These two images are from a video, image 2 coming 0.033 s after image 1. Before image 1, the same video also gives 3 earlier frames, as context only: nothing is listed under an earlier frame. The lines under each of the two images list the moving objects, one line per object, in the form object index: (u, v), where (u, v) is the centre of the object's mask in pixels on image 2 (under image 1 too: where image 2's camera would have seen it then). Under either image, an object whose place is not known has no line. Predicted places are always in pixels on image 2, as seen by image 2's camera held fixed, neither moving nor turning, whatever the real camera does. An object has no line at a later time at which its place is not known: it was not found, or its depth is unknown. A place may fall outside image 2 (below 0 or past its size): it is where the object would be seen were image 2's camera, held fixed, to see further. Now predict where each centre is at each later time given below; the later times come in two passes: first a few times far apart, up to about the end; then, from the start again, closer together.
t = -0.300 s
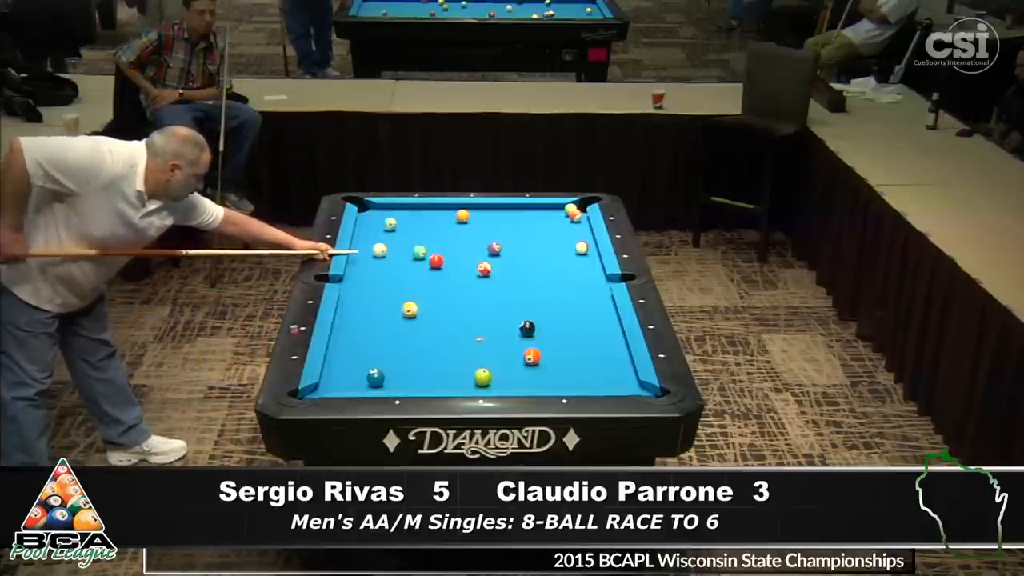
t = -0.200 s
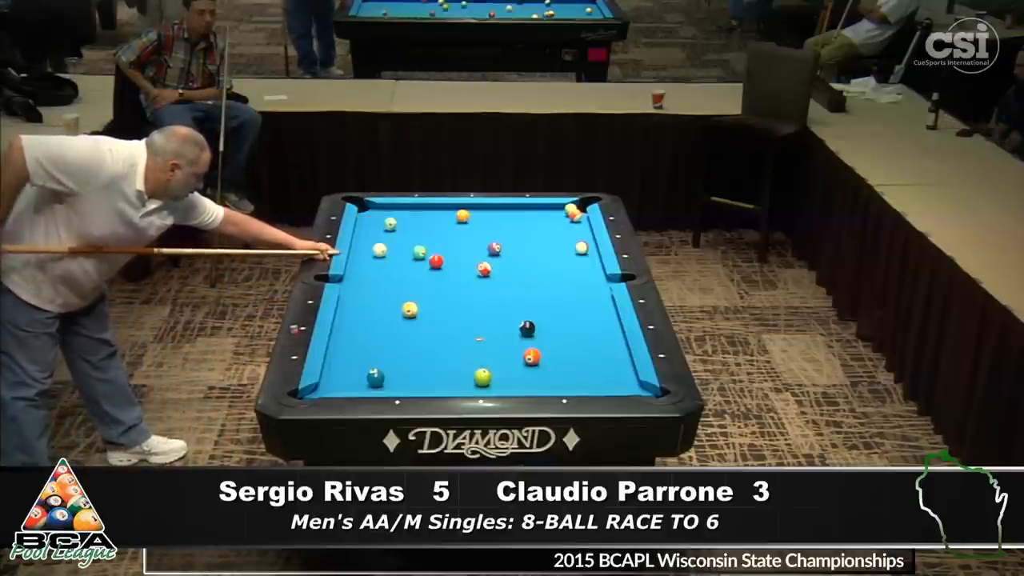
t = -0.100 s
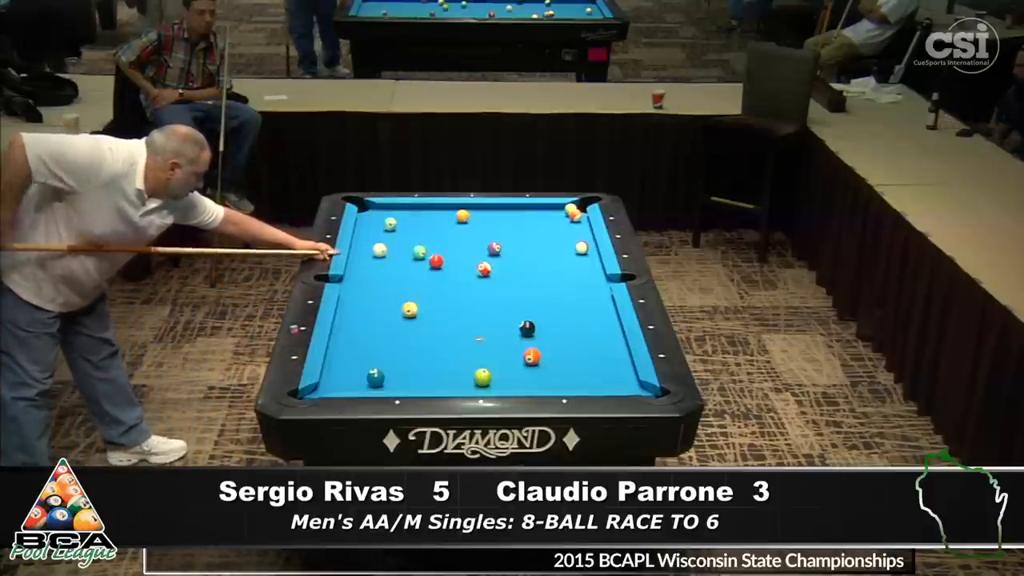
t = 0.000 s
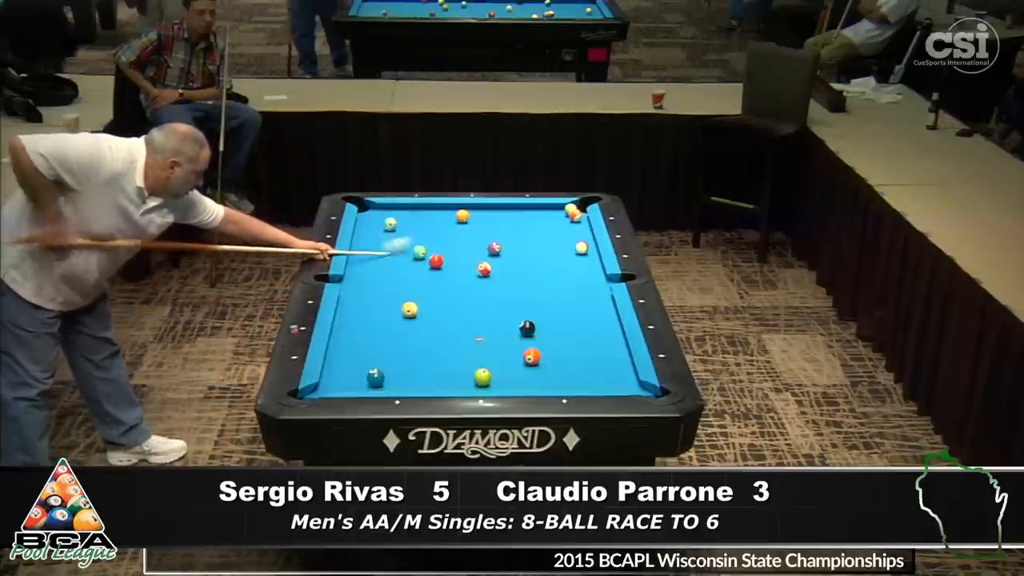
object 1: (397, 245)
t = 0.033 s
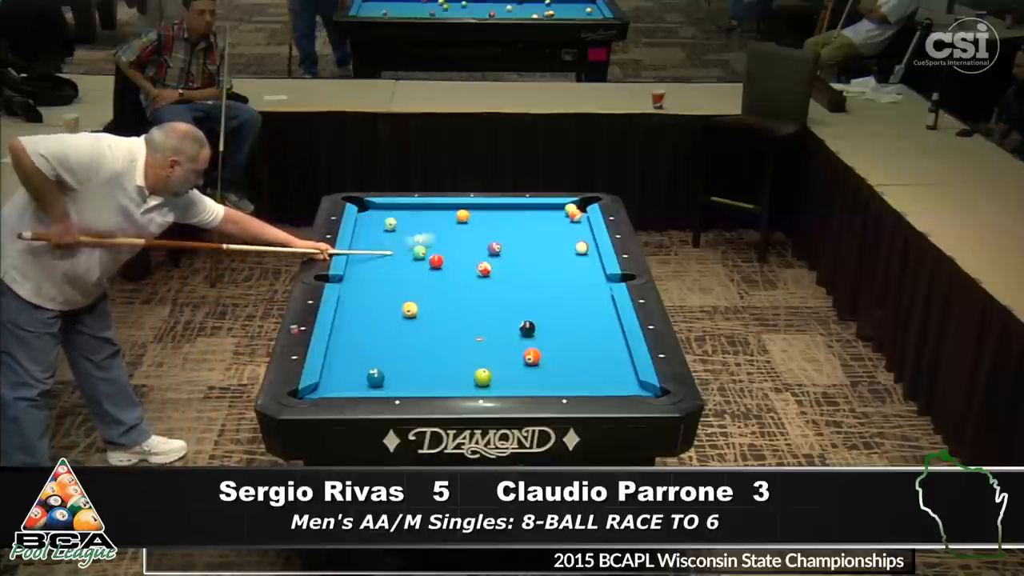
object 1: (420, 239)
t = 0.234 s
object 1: (538, 217)
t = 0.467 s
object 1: (562, 215)
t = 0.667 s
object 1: (557, 218)
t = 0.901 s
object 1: (552, 222)
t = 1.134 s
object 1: (548, 225)
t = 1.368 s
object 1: (544, 228)
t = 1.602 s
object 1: (541, 231)
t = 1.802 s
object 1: (538, 233)
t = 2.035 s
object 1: (535, 236)
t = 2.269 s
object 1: (533, 238)
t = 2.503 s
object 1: (530, 240)
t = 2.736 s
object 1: (528, 242)
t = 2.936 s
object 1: (527, 243)
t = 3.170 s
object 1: (526, 244)
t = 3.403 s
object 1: (525, 246)
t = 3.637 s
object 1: (524, 246)
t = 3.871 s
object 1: (523, 247)
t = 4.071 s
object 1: (523, 247)
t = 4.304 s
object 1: (523, 247)
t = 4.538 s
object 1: (523, 247)
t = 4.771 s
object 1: (523, 247)
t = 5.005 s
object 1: (523, 247)
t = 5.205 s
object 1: (523, 247)
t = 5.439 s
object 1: (523, 247)
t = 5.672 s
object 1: (523, 247)
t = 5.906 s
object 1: (523, 247)
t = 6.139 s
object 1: (524, 245)
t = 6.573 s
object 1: (523, 247)
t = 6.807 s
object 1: (523, 247)
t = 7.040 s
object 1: (523, 247)
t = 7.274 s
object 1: (523, 247)
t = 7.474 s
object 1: (523, 247)
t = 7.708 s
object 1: (523, 247)
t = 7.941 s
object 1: (523, 247)
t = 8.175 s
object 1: (523, 247)
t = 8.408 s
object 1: (523, 247)
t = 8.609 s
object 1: (523, 247)
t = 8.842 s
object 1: (523, 247)
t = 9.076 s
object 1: (523, 247)
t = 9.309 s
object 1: (523, 247)
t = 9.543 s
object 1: (523, 247)
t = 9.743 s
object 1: (523, 247)
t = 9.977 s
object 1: (523, 247)
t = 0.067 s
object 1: (443, 236)
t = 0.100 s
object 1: (462, 233)
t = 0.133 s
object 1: (483, 228)
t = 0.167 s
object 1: (501, 225)
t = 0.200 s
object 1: (519, 221)
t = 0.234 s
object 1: (538, 217)
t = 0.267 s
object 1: (554, 214)
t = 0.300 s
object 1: (562, 212)
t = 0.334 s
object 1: (563, 213)
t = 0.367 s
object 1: (563, 213)
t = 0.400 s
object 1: (563, 213)
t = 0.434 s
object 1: (562, 214)
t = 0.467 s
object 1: (562, 215)
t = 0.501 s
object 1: (561, 215)
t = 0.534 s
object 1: (560, 216)
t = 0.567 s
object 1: (560, 216)
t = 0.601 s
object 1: (559, 217)
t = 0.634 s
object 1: (558, 217)
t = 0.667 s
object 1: (557, 218)
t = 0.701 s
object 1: (557, 218)
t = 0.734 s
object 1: (556, 219)
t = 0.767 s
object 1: (555, 219)
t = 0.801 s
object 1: (555, 220)
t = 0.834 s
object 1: (554, 220)
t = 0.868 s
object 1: (553, 221)
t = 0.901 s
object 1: (552, 222)
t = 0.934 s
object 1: (552, 222)
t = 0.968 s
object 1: (551, 223)
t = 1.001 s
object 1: (551, 223)
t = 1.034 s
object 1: (550, 224)
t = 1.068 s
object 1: (549, 224)
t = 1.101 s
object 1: (549, 225)
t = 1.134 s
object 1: (548, 225)
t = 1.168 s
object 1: (548, 225)
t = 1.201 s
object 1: (547, 226)
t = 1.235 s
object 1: (546, 226)
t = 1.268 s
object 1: (546, 227)
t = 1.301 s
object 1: (545, 227)
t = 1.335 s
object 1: (545, 227)
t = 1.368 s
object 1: (544, 228)
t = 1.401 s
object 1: (544, 228)
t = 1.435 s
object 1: (544, 229)
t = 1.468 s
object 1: (543, 229)
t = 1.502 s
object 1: (542, 230)
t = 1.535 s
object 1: (542, 230)
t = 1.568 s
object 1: (541, 231)
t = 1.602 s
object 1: (541, 231)
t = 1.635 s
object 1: (540, 231)
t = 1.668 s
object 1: (540, 232)
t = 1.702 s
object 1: (539, 232)
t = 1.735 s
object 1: (539, 233)
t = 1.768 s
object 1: (539, 233)
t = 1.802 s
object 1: (538, 233)
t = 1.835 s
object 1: (538, 234)
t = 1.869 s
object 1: (537, 234)
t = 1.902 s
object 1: (537, 235)
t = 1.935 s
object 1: (536, 235)
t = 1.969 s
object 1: (536, 235)
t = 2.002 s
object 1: (536, 236)
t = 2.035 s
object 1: (535, 236)
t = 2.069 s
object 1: (535, 236)
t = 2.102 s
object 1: (534, 237)
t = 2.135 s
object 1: (534, 237)
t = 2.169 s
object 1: (534, 237)
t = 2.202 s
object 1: (533, 238)
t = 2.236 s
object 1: (533, 238)
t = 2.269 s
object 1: (533, 238)
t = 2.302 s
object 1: (533, 239)
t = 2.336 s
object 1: (532, 239)
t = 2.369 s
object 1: (532, 239)
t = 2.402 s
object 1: (531, 239)
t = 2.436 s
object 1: (531, 240)
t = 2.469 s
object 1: (531, 240)
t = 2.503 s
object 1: (530, 240)
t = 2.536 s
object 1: (530, 240)
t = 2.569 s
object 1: (530, 241)
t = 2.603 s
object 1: (530, 241)
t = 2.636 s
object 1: (529, 241)
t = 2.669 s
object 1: (529, 242)
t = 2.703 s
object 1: (529, 242)
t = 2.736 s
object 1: (528, 242)
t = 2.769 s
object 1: (528, 242)
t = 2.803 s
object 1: (528, 243)
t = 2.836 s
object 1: (528, 243)
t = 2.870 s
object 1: (527, 243)
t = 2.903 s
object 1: (527, 243)
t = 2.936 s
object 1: (527, 243)
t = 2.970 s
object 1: (527, 243)
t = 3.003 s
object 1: (527, 244)
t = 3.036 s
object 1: (527, 244)
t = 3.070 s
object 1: (526, 244)
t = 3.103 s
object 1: (526, 244)
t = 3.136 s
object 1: (526, 244)
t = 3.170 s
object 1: (526, 244)
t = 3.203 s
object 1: (525, 245)
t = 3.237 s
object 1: (525, 245)
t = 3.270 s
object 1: (525, 245)
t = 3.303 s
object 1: (525, 245)
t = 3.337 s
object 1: (525, 245)
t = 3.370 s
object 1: (525, 246)
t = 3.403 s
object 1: (525, 246)
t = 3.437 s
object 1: (524, 246)
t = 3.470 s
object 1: (524, 246)
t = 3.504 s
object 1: (524, 246)
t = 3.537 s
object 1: (524, 246)
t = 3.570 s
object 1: (524, 246)
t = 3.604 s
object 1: (524, 246)
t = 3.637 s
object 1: (524, 246)
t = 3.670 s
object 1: (524, 247)
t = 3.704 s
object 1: (524, 247)
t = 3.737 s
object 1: (523, 247)
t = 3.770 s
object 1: (523, 247)
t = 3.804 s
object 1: (523, 247)
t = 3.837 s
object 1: (523, 247)
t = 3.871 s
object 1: (523, 247)
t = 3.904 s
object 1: (523, 247)
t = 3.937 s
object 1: (523, 247)
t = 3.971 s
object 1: (523, 247)
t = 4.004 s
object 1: (523, 247)
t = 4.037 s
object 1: (523, 247)
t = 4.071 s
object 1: (523, 247)
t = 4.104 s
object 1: (523, 247)
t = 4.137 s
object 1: (523, 247)
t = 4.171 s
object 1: (523, 247)
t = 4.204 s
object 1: (523, 247)
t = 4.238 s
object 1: (523, 247)
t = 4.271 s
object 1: (523, 247)
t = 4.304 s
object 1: (523, 247)
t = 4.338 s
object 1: (523, 247)
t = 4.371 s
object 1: (523, 247)
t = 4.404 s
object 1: (523, 247)
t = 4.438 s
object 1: (523, 247)
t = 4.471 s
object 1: (523, 247)
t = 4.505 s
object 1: (523, 247)
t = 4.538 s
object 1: (523, 247)
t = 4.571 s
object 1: (523, 247)
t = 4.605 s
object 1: (523, 247)
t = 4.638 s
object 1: (523, 247)
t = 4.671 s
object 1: (523, 247)
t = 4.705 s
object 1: (523, 247)
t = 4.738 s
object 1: (523, 247)
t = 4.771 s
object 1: (523, 247)
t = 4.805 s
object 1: (523, 247)
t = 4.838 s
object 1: (523, 247)
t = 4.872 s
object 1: (523, 247)
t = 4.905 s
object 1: (523, 247)
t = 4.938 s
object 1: (523, 247)
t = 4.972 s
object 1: (523, 247)
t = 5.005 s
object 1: (523, 247)
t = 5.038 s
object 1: (523, 247)
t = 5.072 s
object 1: (523, 247)
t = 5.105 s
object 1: (523, 247)
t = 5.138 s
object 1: (523, 247)
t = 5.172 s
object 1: (523, 247)
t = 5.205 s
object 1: (523, 247)
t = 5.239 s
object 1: (523, 247)
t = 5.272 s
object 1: (523, 247)
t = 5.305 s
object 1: (523, 247)
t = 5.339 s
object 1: (523, 247)
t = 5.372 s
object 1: (523, 247)
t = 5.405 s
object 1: (523, 247)
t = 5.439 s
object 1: (523, 247)
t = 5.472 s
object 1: (523, 247)
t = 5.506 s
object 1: (523, 247)
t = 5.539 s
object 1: (523, 247)
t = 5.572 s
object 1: (523, 247)
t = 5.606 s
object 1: (523, 247)
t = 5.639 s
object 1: (523, 247)
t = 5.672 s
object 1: (523, 247)
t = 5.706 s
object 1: (523, 247)
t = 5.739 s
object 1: (523, 247)
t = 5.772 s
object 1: (523, 247)
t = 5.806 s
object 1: (523, 247)
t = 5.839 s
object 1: (523, 247)
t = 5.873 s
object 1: (523, 247)
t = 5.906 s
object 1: (523, 247)
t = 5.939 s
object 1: (523, 247)
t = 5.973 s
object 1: (523, 247)
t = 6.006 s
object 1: (523, 247)
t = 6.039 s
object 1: (523, 247)
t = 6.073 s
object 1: (523, 247)
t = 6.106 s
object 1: (523, 247)
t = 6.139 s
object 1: (524, 245)
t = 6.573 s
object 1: (523, 247)
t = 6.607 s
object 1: (523, 247)
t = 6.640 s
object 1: (523, 247)
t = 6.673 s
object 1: (523, 247)
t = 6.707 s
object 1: (523, 247)
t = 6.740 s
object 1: (523, 247)
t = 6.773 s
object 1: (523, 247)
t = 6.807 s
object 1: (523, 247)
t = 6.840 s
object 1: (523, 247)
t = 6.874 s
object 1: (523, 247)
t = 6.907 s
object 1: (523, 247)
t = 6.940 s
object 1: (523, 247)
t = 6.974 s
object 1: (523, 247)
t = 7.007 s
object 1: (523, 247)
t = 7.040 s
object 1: (523, 247)
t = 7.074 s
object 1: (523, 247)
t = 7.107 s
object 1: (523, 247)
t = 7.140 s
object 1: (523, 247)
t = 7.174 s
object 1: (523, 247)
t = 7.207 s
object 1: (523, 247)
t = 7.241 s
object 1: (523, 247)
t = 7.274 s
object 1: (523, 247)
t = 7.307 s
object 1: (523, 247)
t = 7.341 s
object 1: (523, 247)
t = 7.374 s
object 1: (523, 247)
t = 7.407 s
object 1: (523, 247)
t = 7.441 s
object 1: (523, 247)
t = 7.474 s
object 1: (523, 247)
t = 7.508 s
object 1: (523, 247)
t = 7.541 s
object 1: (523, 247)
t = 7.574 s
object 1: (523, 247)
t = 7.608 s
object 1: (523, 247)
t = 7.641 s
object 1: (523, 247)
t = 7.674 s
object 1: (523, 247)
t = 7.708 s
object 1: (523, 247)
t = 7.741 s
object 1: (523, 247)
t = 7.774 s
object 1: (523, 247)
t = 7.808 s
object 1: (523, 247)
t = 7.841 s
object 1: (523, 247)
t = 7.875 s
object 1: (523, 247)
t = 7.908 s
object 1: (523, 247)
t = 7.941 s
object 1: (523, 247)
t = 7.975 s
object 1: (523, 247)
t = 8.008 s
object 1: (523, 247)
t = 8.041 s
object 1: (523, 247)
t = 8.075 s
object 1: (523, 247)
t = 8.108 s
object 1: (523, 247)
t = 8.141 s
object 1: (523, 247)
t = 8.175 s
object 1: (523, 247)
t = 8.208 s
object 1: (523, 247)
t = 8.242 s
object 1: (523, 247)
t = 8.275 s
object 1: (523, 247)
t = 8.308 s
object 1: (523, 247)
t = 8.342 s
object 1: (523, 247)
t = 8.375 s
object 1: (523, 247)
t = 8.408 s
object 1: (523, 247)
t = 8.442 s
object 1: (523, 247)
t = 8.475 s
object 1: (523, 247)
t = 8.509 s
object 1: (523, 247)
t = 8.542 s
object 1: (523, 247)
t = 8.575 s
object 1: (523, 247)
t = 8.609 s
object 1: (523, 247)
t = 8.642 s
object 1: (523, 247)
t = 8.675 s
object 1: (523, 247)
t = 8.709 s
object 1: (523, 247)
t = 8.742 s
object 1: (523, 247)
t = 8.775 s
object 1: (523, 247)
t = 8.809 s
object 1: (523, 247)
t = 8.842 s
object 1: (523, 247)
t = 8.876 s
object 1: (523, 247)
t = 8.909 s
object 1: (523, 247)
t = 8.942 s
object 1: (523, 247)
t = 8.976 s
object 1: (523, 247)
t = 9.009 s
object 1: (523, 247)
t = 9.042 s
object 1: (523, 247)
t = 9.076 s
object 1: (523, 247)
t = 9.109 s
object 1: (523, 247)
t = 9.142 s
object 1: (523, 247)
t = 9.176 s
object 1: (523, 247)
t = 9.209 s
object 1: (523, 247)
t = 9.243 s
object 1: (523, 247)
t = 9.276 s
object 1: (523, 247)
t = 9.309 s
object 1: (523, 247)
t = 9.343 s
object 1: (523, 247)
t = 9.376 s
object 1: (523, 247)
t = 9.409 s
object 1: (523, 247)
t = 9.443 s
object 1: (523, 247)
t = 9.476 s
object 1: (523, 247)
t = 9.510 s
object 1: (523, 247)
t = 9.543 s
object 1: (523, 247)
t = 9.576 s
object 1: (523, 247)
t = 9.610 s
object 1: (523, 247)
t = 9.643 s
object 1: (523, 247)
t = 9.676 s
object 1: (523, 247)
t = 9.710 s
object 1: (523, 247)
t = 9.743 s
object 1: (523, 247)
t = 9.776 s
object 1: (523, 247)
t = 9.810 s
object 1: (523, 247)
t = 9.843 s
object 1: (523, 247)
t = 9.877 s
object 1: (523, 247)
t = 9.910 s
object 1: (523, 247)
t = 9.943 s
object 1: (523, 247)
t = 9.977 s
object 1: (523, 247)
